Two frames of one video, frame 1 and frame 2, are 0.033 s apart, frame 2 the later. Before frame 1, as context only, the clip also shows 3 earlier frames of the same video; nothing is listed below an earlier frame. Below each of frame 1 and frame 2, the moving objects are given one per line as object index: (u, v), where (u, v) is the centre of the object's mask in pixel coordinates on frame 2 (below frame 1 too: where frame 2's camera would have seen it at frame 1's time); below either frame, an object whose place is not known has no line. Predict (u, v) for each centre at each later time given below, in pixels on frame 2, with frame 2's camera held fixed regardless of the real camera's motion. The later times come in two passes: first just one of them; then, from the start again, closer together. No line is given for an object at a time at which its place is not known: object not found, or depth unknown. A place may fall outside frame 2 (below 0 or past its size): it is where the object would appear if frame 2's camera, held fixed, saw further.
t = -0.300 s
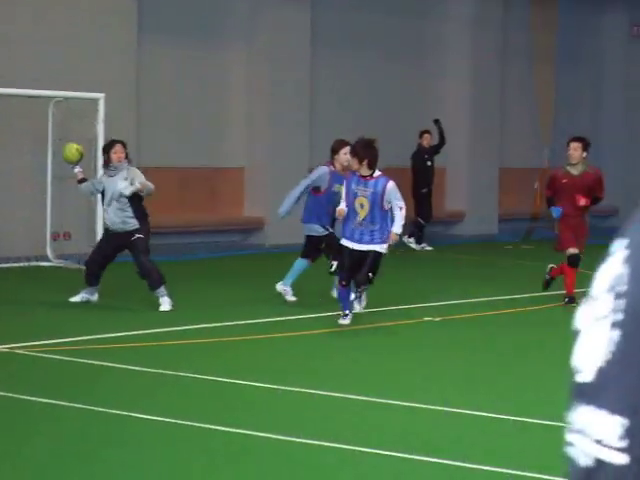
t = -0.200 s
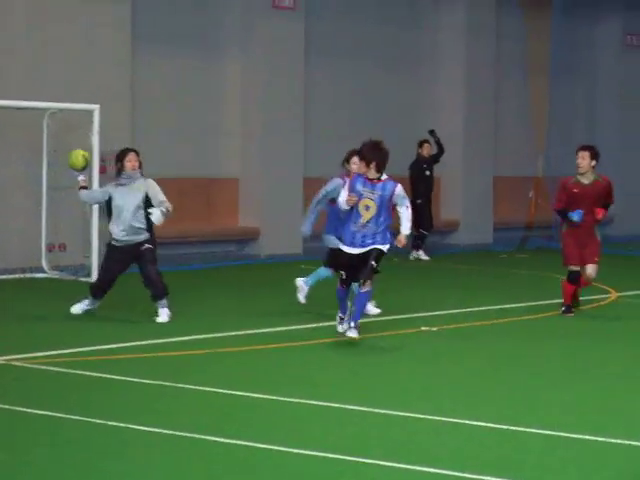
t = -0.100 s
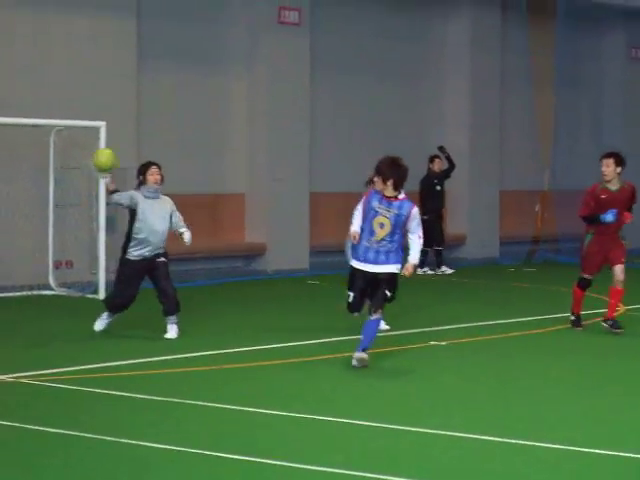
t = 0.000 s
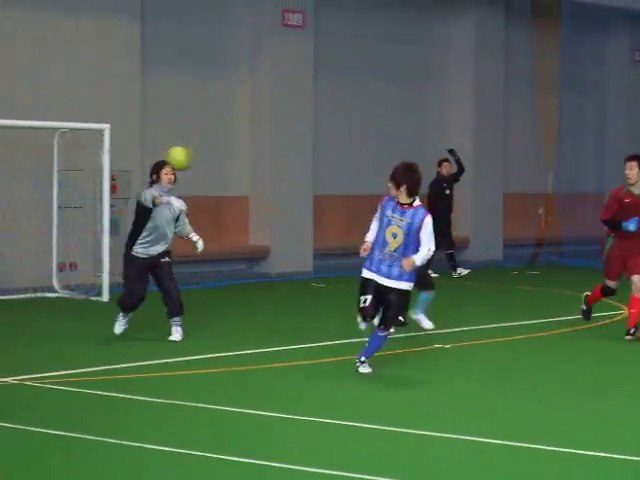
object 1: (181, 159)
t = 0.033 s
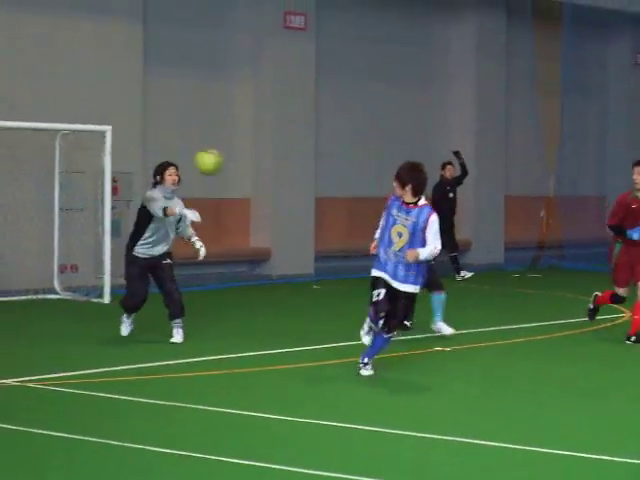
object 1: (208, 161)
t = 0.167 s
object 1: (331, 179)
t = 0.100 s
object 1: (268, 166)
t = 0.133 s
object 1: (298, 173)
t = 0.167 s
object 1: (331, 179)
